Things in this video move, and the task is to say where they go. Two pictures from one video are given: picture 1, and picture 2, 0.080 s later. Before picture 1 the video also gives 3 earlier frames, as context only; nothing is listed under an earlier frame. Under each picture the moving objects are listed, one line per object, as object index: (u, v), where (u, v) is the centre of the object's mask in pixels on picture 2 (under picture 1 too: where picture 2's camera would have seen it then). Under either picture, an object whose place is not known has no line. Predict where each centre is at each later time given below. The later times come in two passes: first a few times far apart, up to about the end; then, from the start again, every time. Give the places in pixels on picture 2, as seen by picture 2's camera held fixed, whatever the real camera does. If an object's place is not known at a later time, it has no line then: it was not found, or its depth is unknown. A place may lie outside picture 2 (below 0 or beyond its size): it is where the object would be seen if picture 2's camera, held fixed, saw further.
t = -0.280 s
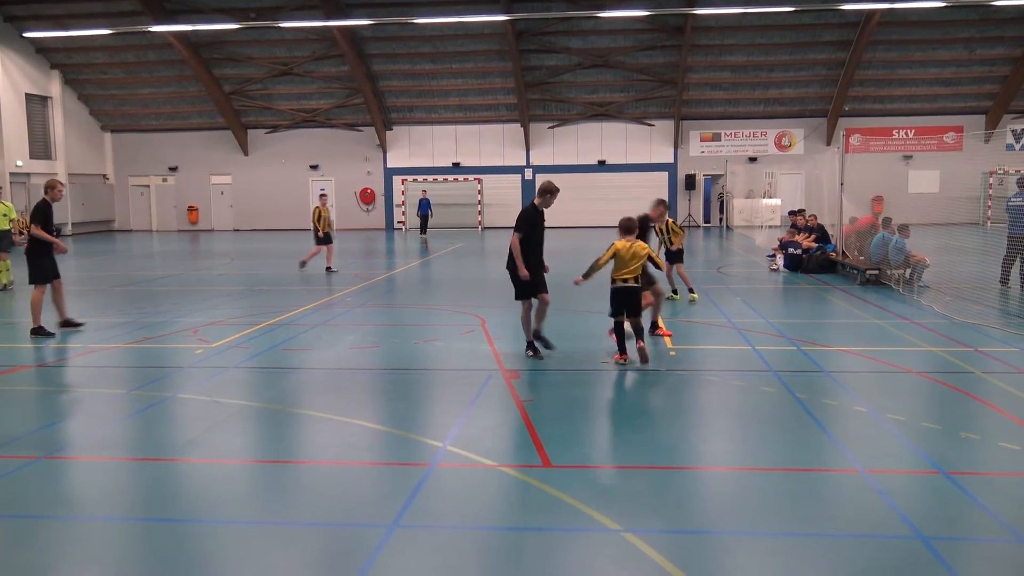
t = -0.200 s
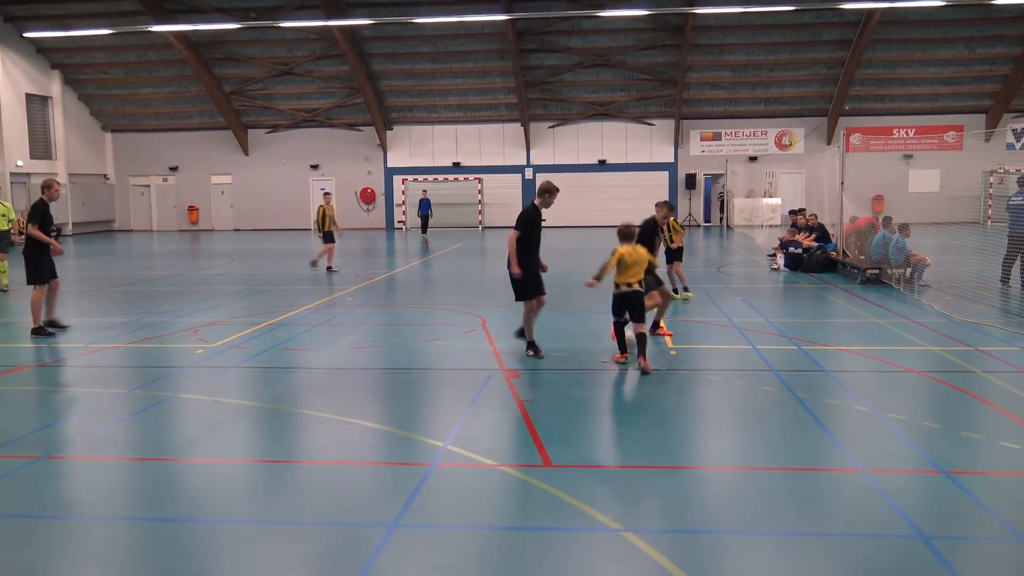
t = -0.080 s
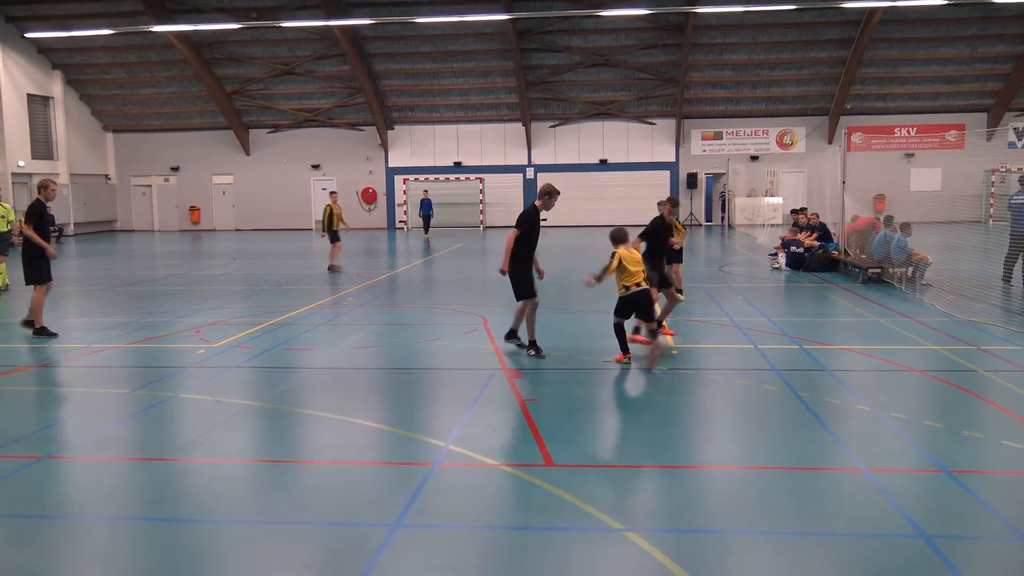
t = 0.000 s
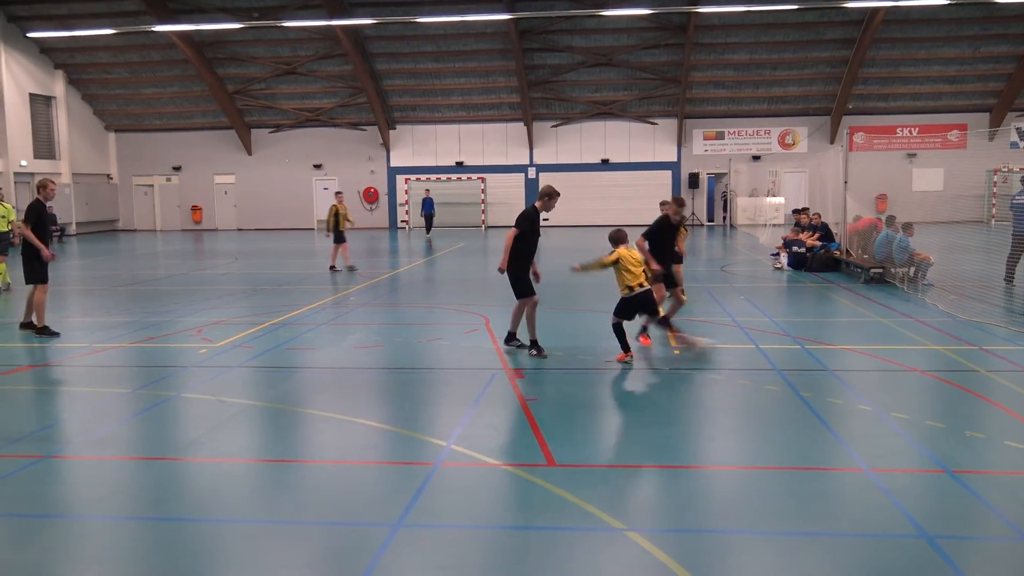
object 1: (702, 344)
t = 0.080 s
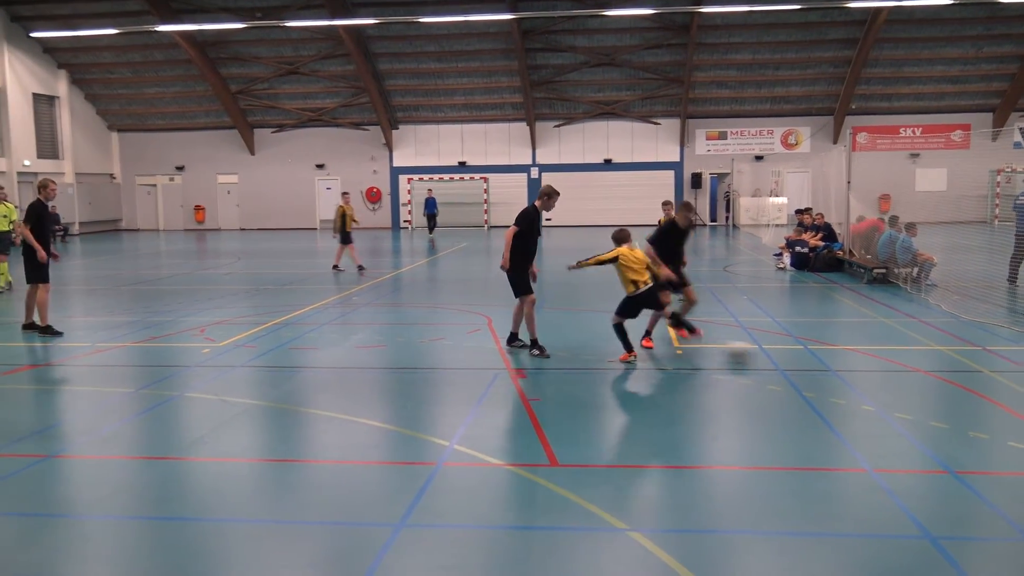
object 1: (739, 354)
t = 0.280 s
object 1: (816, 359)
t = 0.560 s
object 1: (928, 369)
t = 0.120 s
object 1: (754, 354)
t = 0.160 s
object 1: (770, 356)
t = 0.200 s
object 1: (786, 358)
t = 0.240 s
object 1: (801, 359)
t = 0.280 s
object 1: (816, 359)
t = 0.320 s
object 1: (831, 360)
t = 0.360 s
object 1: (847, 362)
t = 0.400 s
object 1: (863, 364)
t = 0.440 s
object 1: (879, 365)
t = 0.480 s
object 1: (895, 366)
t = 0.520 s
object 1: (911, 368)
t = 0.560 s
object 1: (928, 369)
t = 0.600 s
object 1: (945, 371)
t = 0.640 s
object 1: (961, 373)
